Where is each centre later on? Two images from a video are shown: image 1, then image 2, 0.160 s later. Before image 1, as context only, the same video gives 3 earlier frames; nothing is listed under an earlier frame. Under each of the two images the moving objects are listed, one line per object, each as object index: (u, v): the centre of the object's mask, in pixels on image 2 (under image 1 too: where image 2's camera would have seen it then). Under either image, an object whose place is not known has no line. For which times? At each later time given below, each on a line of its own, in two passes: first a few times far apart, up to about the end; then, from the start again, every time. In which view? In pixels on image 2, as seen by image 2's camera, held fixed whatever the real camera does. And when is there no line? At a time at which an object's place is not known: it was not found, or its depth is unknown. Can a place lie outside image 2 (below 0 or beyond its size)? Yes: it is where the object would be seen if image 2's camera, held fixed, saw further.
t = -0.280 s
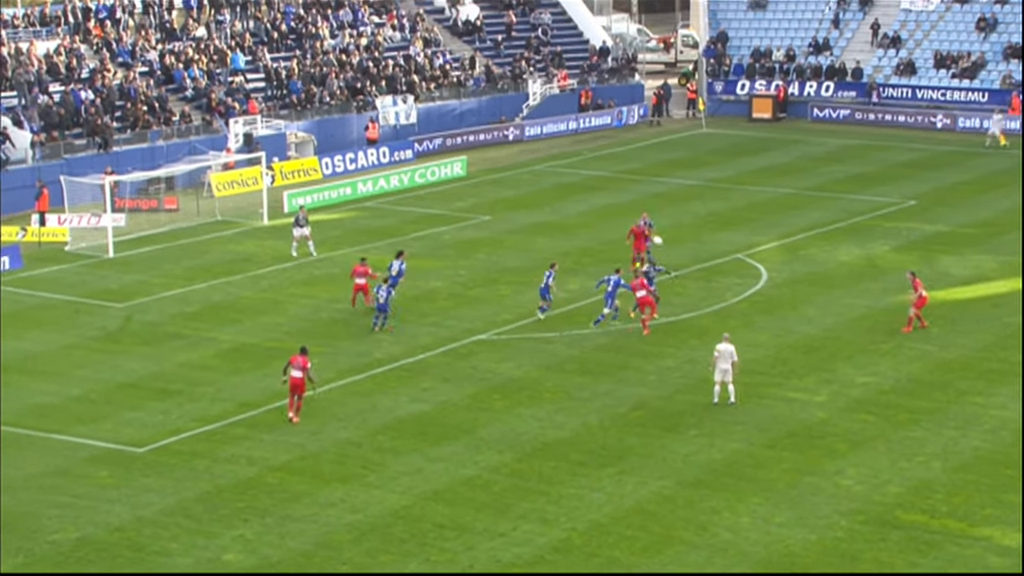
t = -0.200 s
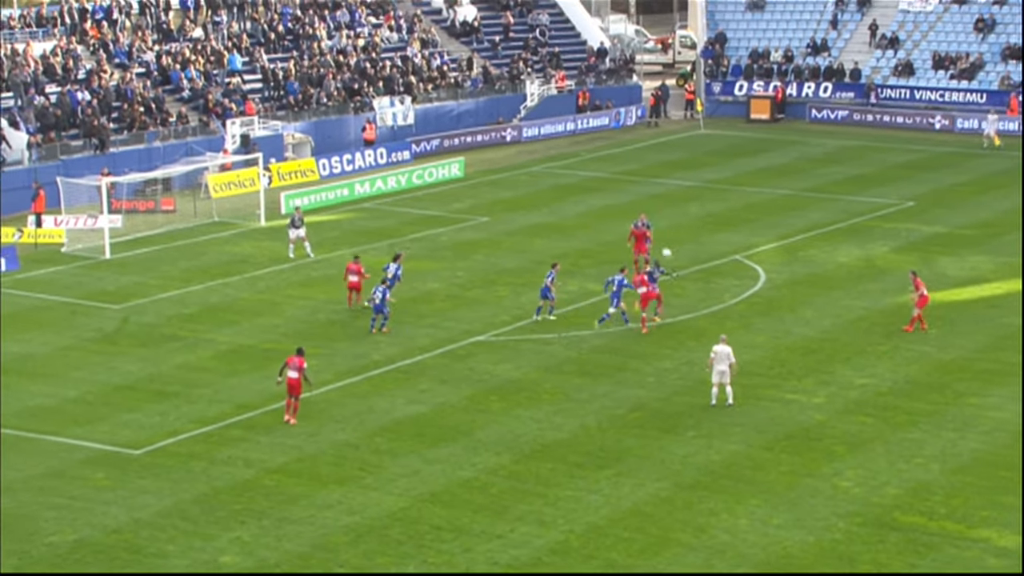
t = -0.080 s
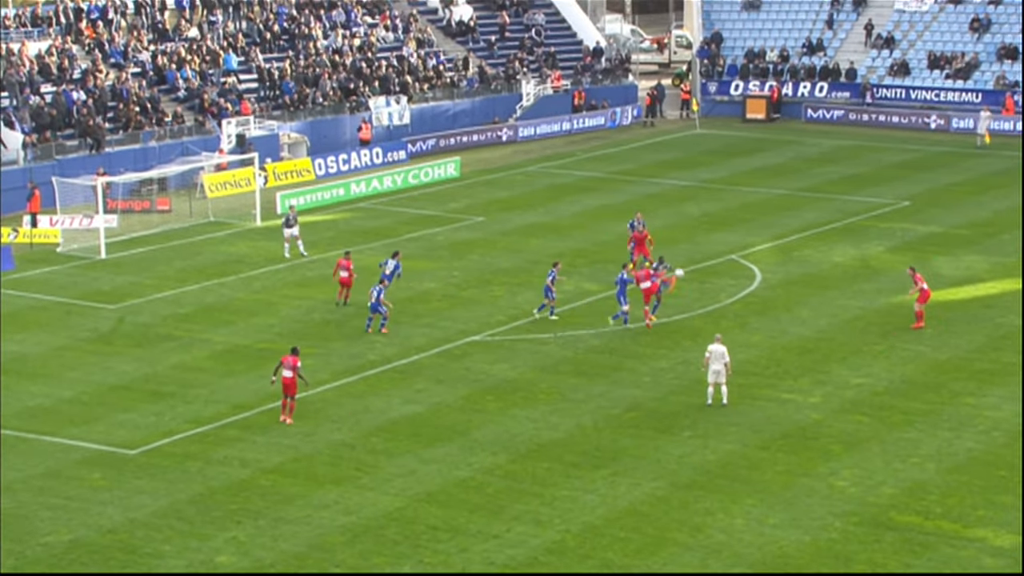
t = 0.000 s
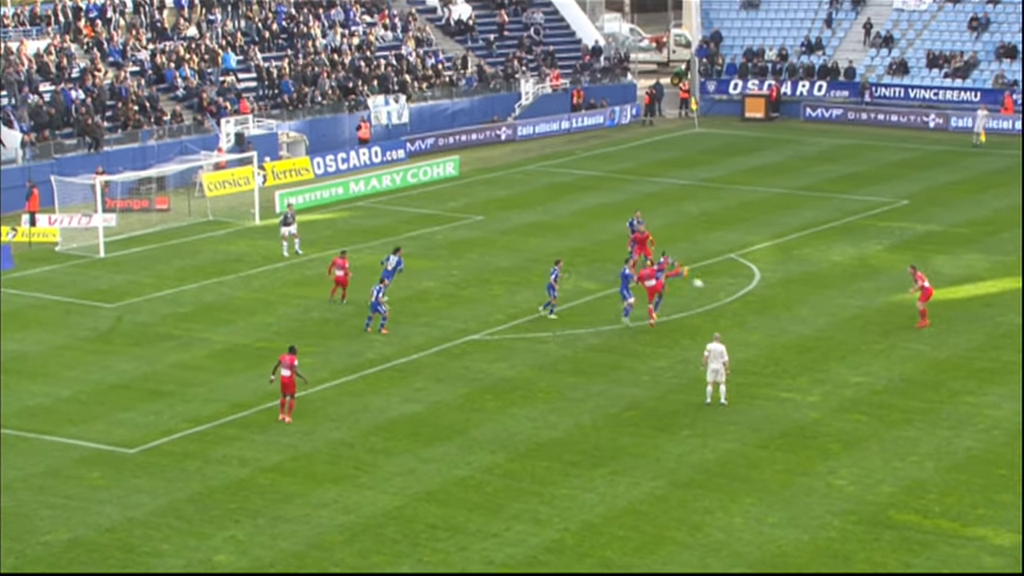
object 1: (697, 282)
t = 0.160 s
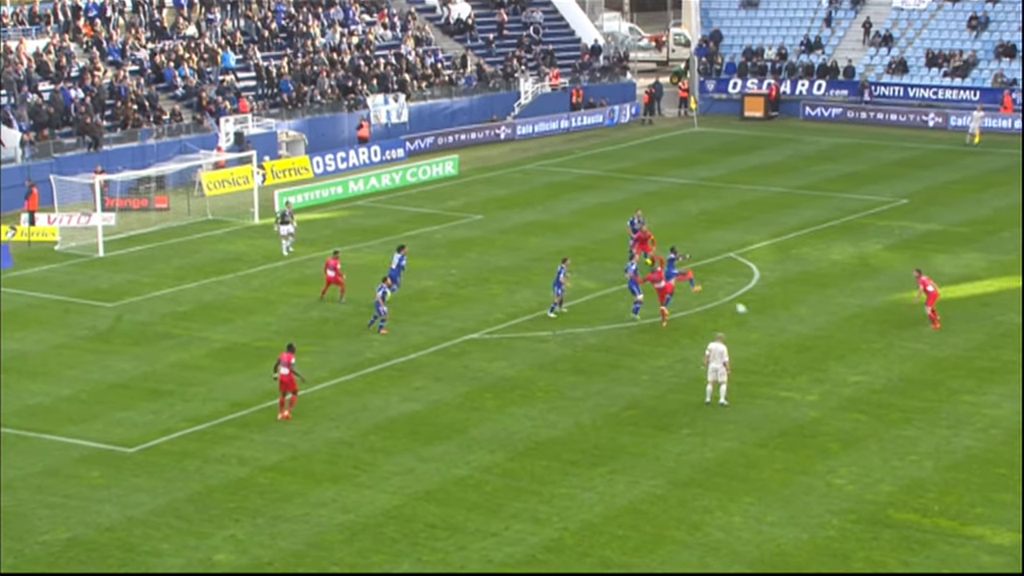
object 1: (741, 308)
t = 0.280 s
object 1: (764, 308)
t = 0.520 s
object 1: (794, 286)
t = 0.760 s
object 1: (823, 284)
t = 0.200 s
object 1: (751, 316)
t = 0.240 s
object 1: (758, 314)
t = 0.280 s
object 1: (764, 308)
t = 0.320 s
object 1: (769, 303)
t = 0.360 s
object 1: (774, 298)
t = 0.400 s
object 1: (779, 295)
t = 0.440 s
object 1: (784, 291)
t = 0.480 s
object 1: (789, 288)
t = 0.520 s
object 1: (794, 286)
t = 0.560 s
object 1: (799, 284)
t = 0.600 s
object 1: (804, 283)
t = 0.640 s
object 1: (808, 283)
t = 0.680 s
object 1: (813, 283)
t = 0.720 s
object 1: (818, 283)
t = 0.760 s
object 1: (823, 284)
